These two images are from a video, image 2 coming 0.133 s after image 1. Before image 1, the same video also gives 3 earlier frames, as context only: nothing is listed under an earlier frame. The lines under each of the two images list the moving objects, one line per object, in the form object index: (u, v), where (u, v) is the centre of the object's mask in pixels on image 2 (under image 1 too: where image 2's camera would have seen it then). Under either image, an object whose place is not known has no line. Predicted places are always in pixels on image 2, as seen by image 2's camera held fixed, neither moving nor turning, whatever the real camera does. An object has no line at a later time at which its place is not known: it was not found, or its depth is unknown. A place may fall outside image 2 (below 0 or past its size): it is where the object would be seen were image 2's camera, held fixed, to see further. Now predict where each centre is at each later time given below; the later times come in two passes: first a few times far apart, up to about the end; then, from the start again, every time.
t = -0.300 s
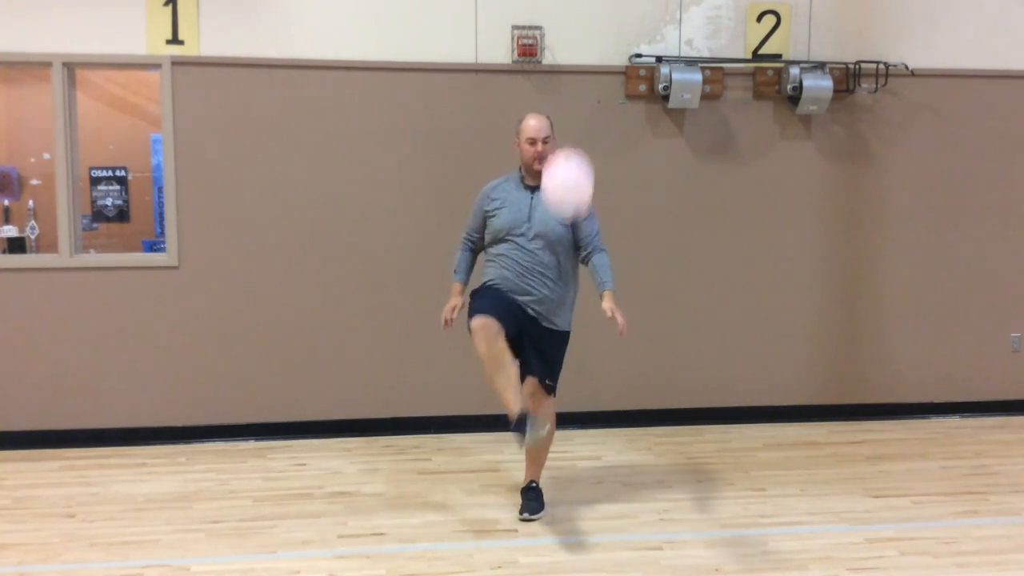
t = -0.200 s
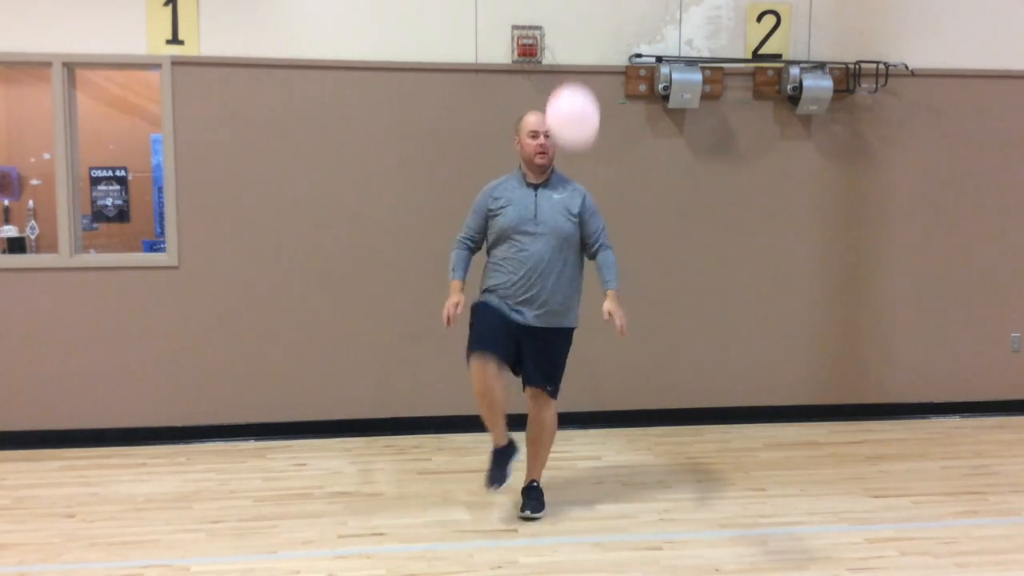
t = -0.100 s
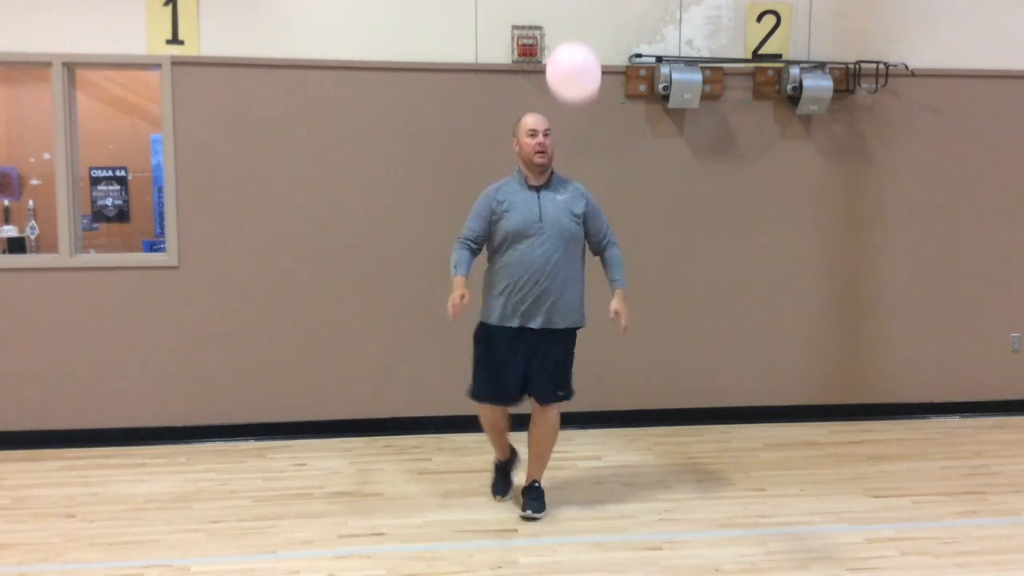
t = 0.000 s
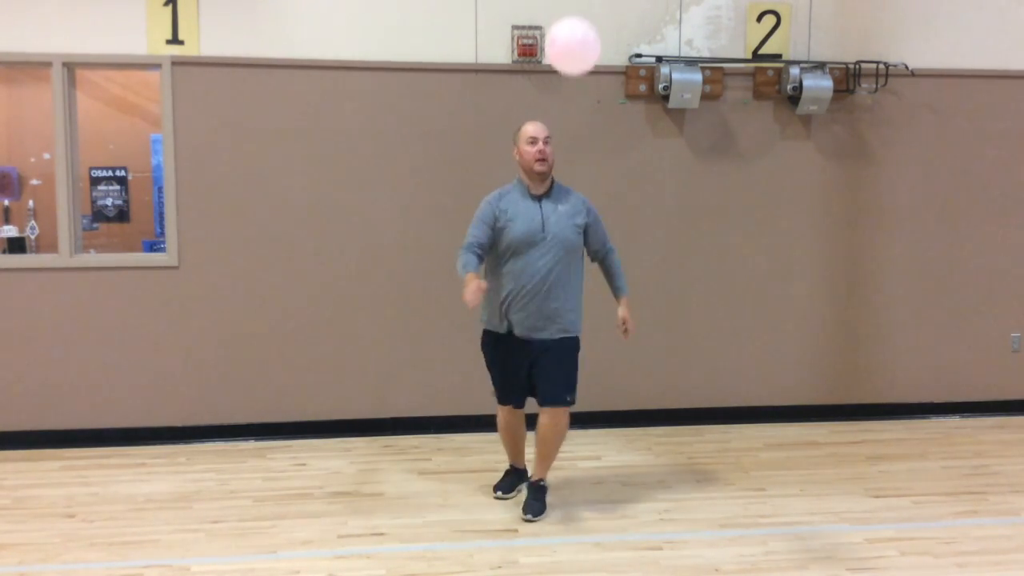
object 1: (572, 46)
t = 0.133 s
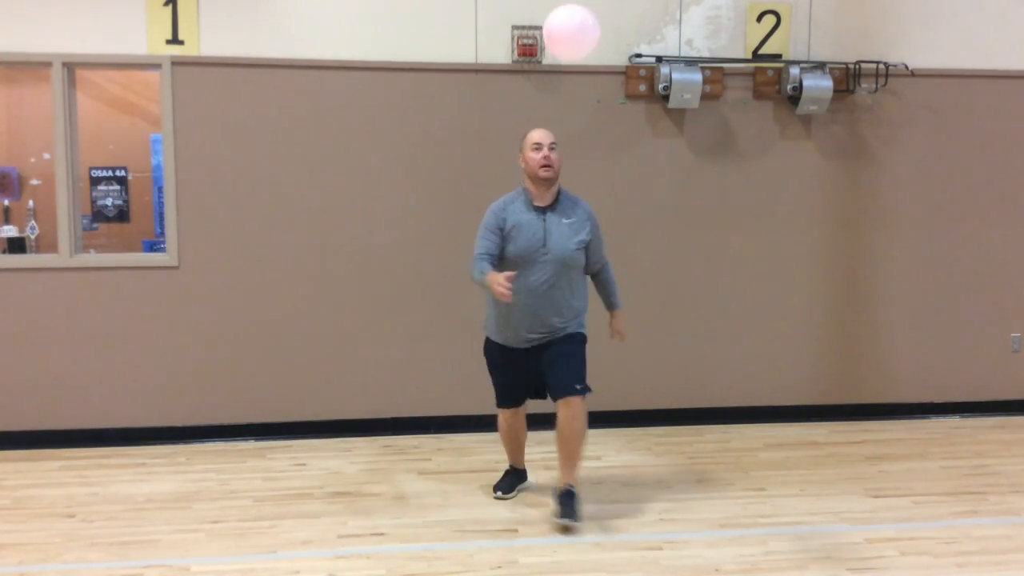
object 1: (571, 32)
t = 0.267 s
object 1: (571, 35)
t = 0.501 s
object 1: (574, 68)
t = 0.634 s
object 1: (575, 103)
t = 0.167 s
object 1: (571, 32)
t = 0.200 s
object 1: (571, 32)
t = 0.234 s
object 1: (571, 33)
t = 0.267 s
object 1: (571, 35)
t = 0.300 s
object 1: (571, 37)
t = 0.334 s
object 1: (572, 41)
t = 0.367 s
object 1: (572, 44)
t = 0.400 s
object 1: (573, 49)
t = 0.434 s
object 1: (573, 54)
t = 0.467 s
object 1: (574, 60)
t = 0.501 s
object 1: (574, 68)
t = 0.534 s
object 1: (575, 76)
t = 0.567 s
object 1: (575, 85)
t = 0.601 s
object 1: (575, 93)
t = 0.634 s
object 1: (575, 103)
